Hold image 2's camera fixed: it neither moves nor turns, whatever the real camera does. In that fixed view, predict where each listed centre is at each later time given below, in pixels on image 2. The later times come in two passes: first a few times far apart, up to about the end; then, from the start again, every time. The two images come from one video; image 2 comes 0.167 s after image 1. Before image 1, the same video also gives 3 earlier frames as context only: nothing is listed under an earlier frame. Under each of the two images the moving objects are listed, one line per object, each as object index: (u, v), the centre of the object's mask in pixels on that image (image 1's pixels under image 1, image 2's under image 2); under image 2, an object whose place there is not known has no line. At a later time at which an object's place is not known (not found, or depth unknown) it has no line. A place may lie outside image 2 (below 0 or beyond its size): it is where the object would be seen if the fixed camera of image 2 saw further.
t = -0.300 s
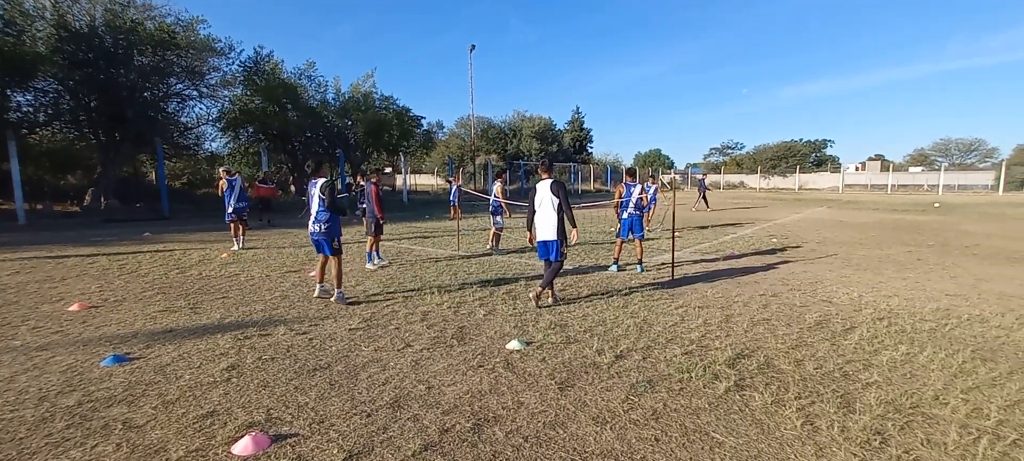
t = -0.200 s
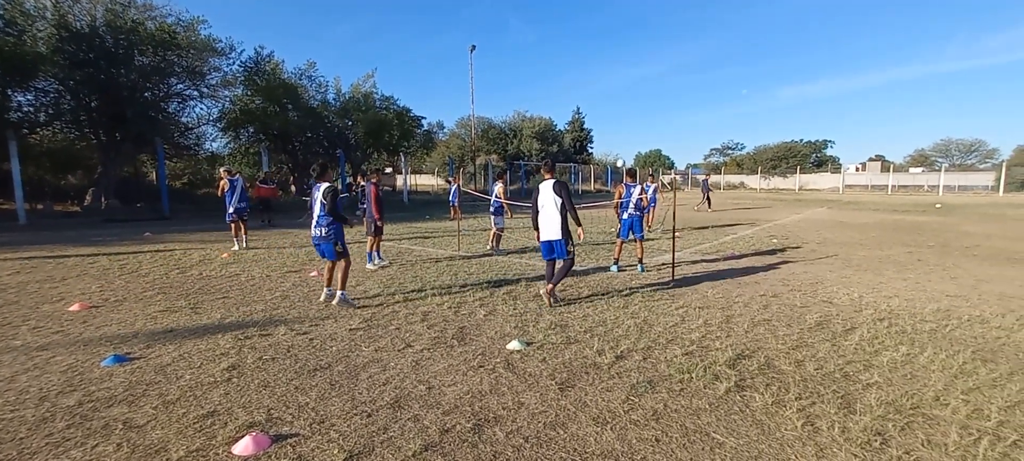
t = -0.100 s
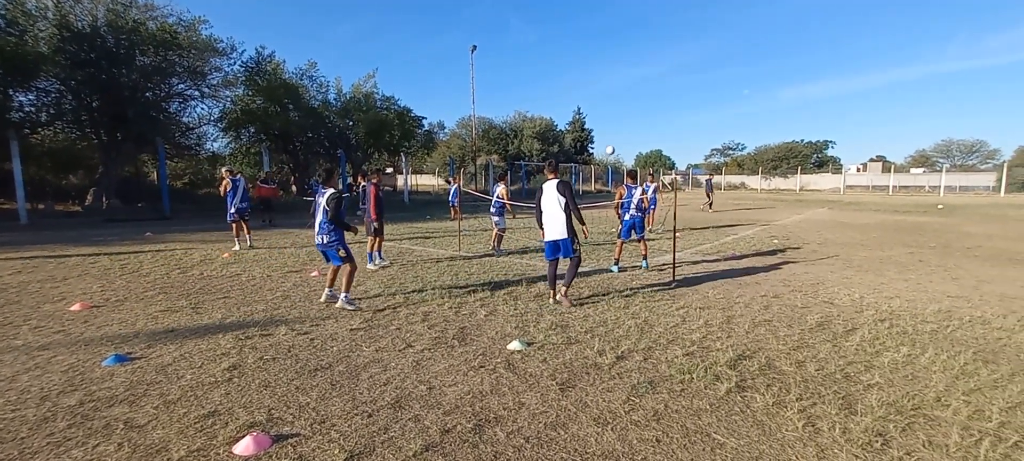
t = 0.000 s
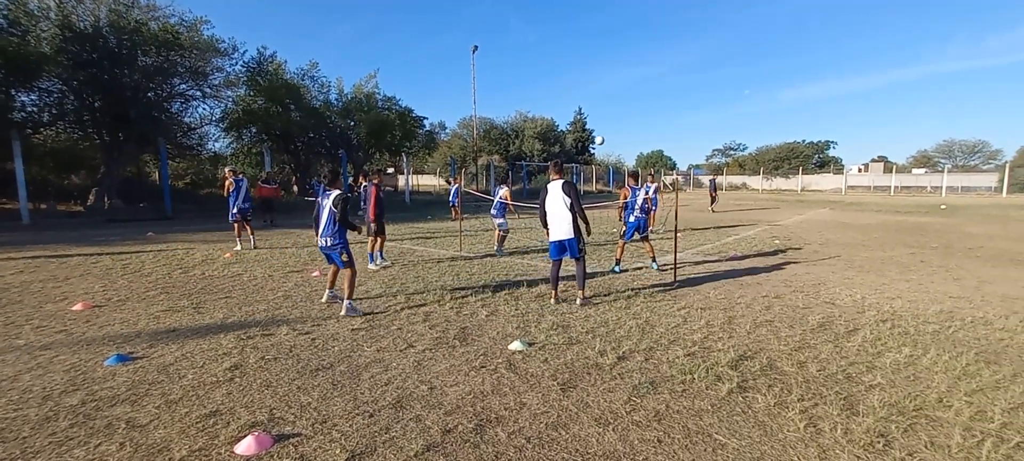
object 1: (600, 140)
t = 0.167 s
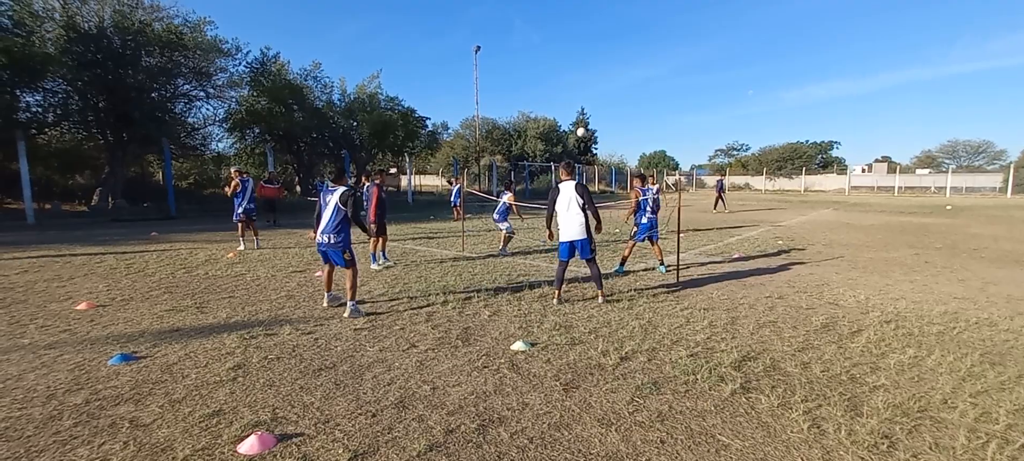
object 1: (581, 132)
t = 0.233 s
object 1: (571, 131)
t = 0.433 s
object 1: (544, 141)
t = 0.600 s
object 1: (519, 164)
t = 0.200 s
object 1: (577, 131)
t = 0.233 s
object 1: (571, 131)
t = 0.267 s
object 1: (566, 132)
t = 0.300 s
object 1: (562, 132)
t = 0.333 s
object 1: (558, 134)
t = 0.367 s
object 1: (553, 135)
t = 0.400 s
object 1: (549, 138)
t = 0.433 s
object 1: (544, 141)
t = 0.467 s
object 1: (539, 144)
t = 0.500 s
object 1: (534, 148)
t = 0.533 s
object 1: (529, 152)
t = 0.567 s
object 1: (524, 158)
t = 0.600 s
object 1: (519, 164)
